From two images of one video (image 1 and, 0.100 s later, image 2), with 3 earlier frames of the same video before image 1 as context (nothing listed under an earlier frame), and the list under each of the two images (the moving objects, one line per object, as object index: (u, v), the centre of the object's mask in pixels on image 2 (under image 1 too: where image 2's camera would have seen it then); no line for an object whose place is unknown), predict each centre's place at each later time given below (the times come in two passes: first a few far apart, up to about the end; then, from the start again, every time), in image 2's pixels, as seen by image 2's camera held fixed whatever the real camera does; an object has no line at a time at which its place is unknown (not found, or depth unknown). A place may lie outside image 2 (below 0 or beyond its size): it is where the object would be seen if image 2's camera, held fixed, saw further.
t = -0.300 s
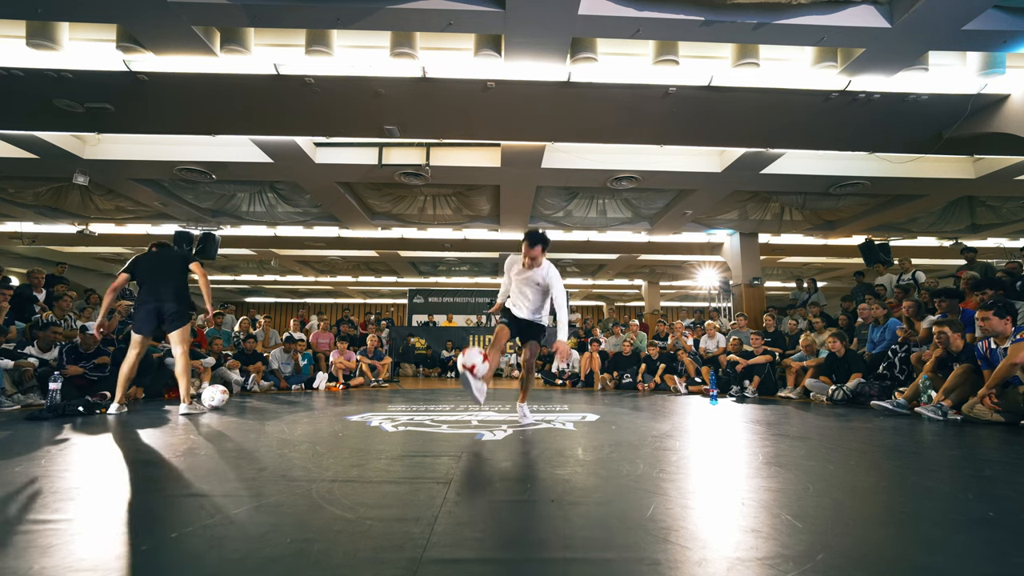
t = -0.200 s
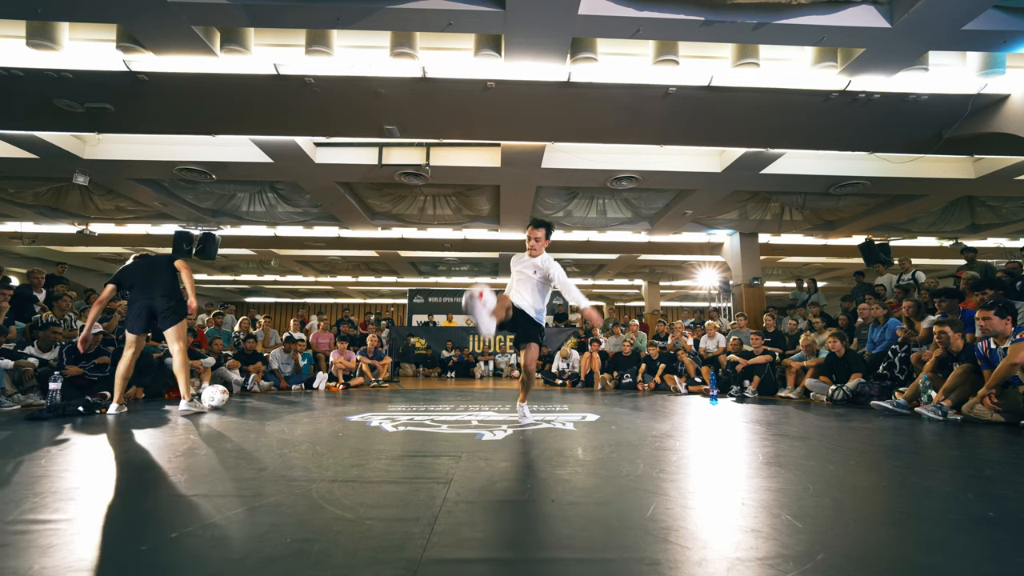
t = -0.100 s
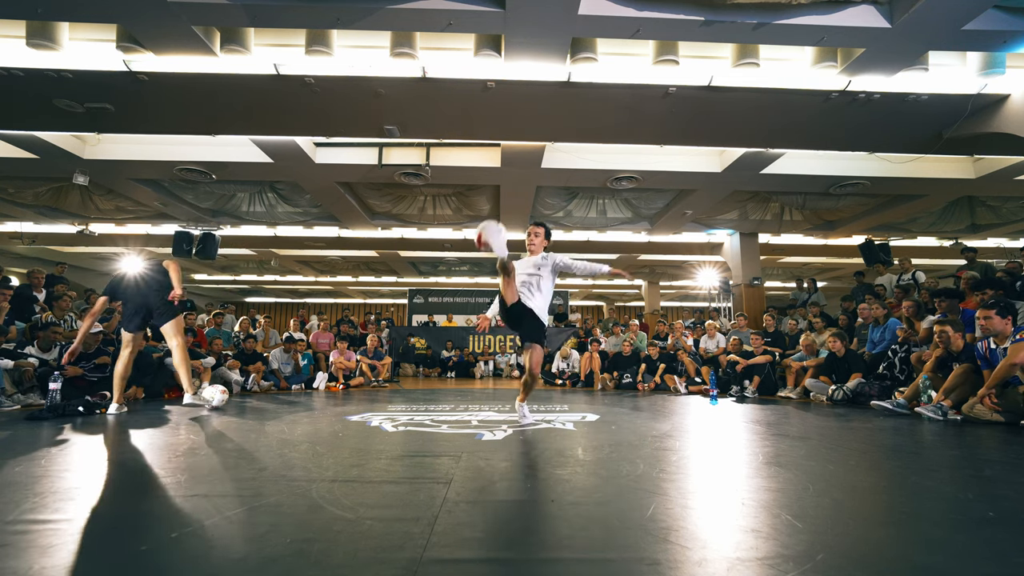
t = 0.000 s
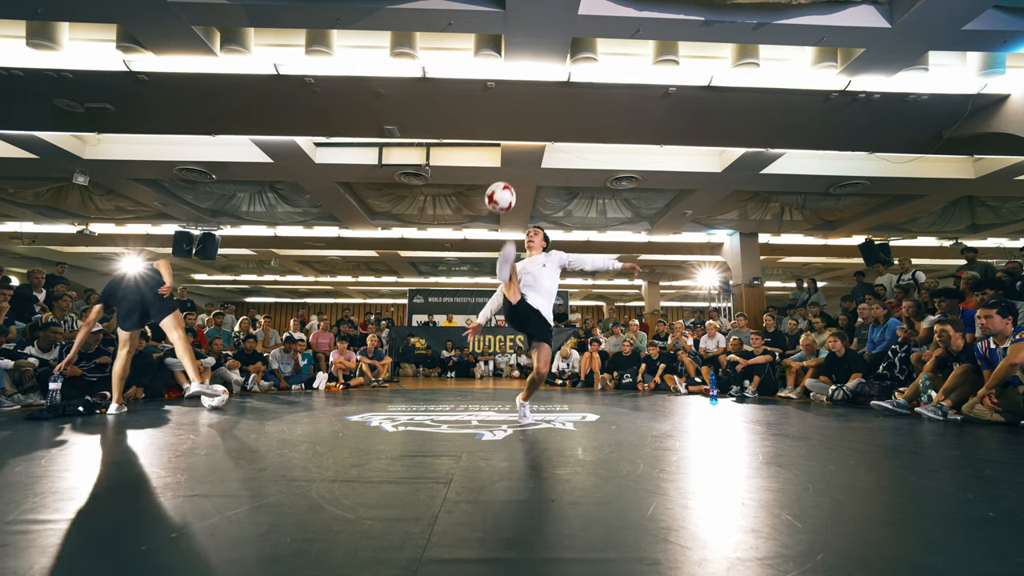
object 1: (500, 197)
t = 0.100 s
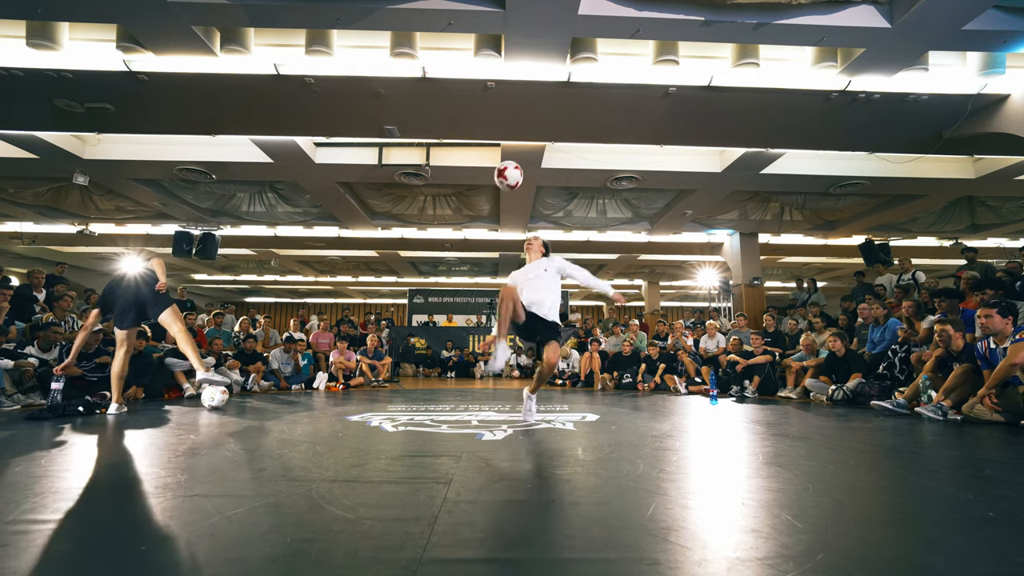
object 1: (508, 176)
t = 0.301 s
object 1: (522, 170)
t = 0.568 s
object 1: (536, 226)
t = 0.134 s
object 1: (511, 172)
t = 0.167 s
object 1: (513, 168)
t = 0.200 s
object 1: (515, 167)
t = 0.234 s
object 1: (518, 167)
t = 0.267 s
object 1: (520, 168)
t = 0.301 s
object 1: (522, 170)
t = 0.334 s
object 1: (524, 173)
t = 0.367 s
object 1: (526, 178)
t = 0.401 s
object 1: (528, 184)
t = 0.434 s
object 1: (530, 190)
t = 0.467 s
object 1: (531, 198)
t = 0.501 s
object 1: (533, 206)
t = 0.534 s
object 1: (535, 215)
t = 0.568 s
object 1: (536, 226)
